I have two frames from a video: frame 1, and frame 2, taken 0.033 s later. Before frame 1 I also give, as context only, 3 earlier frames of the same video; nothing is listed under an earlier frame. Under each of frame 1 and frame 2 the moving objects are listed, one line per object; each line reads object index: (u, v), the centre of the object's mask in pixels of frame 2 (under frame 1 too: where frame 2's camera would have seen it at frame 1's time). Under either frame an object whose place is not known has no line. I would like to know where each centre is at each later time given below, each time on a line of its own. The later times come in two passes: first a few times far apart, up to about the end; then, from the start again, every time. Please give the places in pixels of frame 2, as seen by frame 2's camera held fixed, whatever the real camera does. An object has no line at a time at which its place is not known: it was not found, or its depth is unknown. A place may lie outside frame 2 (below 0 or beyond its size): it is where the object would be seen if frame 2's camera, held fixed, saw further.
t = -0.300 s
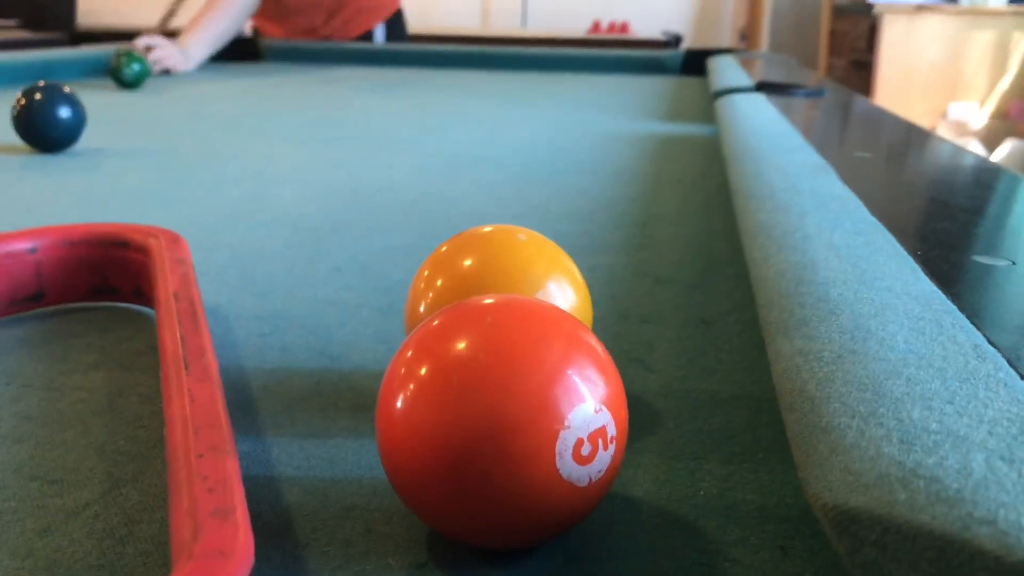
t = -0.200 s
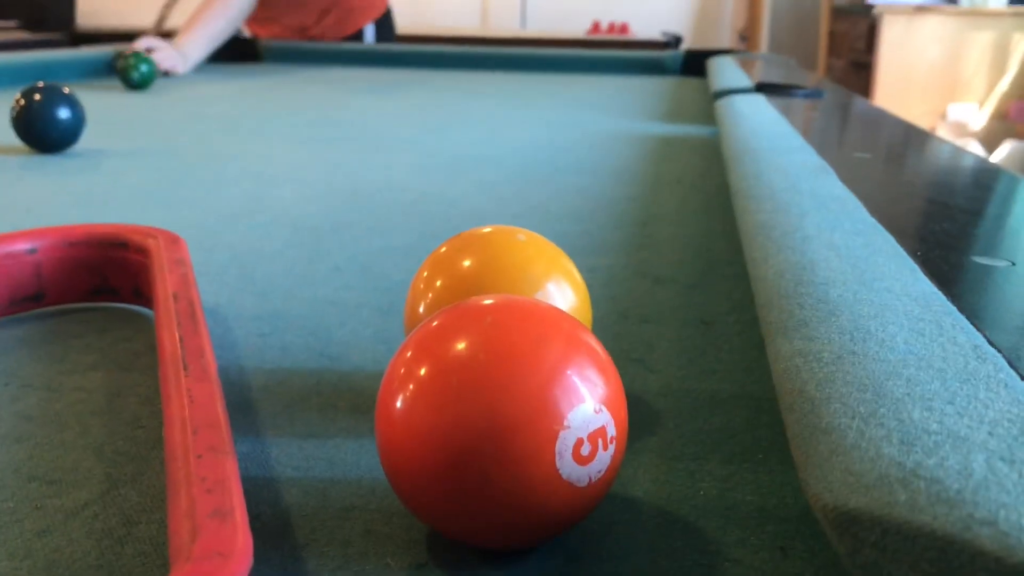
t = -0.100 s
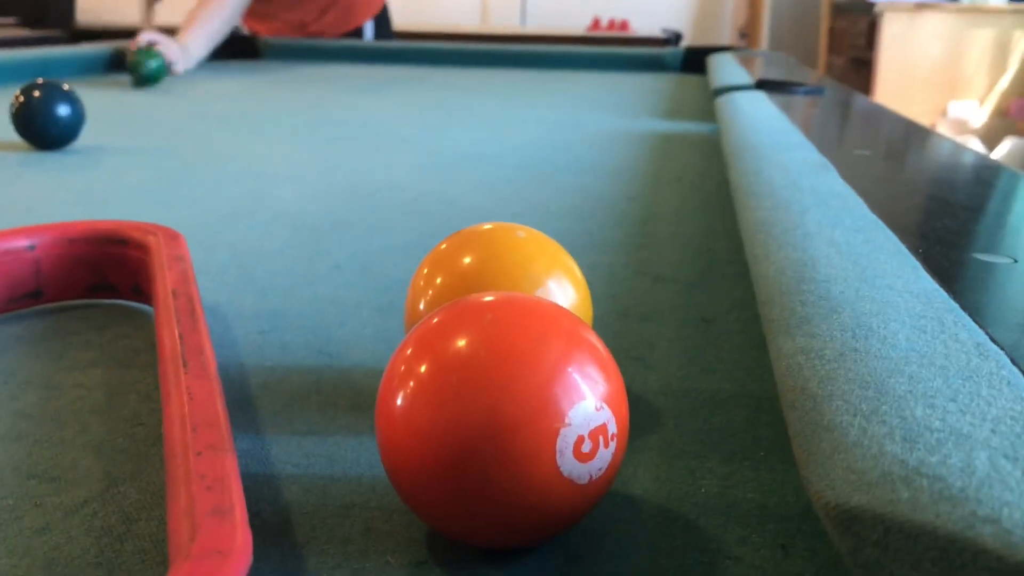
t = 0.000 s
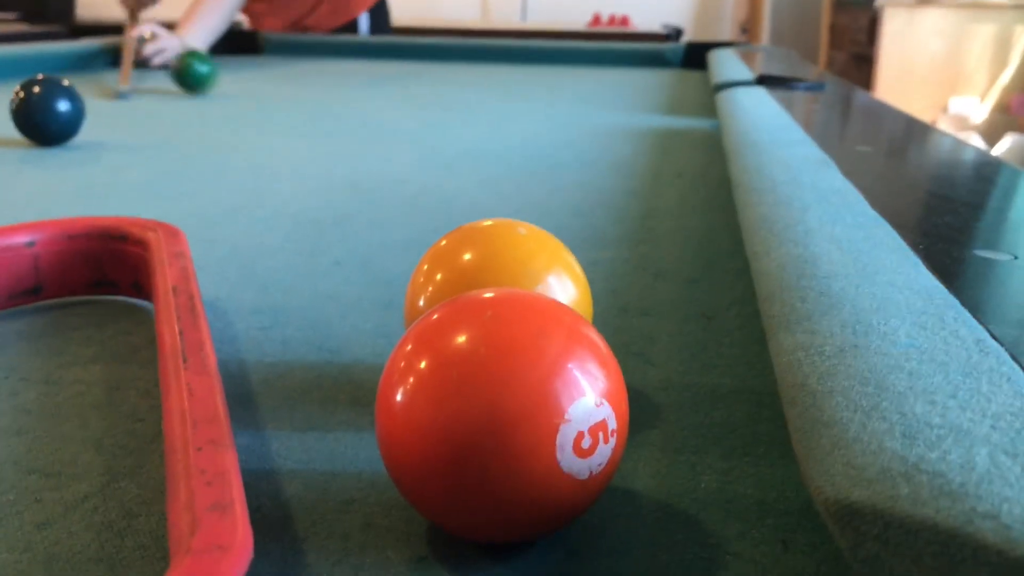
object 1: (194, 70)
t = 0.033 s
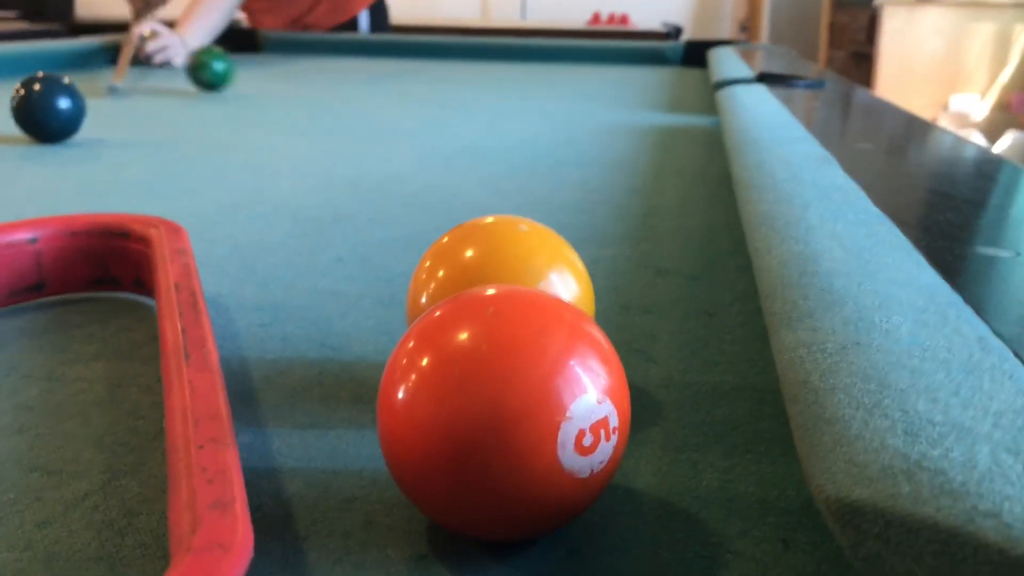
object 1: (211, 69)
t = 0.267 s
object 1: (344, 94)
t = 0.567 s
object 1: (590, 131)
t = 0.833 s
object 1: (518, 159)
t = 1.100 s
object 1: (217, 184)
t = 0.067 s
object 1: (229, 76)
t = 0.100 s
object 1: (246, 77)
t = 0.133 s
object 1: (265, 82)
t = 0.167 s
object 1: (284, 85)
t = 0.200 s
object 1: (304, 88)
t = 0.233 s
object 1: (324, 91)
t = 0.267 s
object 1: (344, 94)
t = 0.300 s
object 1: (365, 98)
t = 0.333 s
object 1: (388, 101)
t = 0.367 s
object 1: (411, 105)
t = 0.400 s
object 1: (437, 109)
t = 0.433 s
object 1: (464, 113)
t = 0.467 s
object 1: (493, 117)
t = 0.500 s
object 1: (523, 122)
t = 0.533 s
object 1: (556, 127)
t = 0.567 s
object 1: (590, 131)
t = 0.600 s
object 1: (628, 138)
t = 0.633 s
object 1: (667, 142)
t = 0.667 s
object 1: (669, 146)
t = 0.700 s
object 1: (637, 149)
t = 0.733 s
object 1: (608, 152)
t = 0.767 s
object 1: (579, 154)
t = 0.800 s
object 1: (549, 157)
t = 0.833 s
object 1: (518, 159)
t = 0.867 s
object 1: (487, 162)
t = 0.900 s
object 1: (452, 165)
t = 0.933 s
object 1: (417, 168)
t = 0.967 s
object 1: (381, 170)
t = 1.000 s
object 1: (343, 174)
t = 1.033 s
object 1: (304, 176)
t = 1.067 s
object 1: (262, 179)
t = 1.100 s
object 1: (217, 184)
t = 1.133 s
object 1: (173, 179)
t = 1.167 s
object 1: (124, 177)
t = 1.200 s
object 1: (73, 178)
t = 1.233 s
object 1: (44, 181)
